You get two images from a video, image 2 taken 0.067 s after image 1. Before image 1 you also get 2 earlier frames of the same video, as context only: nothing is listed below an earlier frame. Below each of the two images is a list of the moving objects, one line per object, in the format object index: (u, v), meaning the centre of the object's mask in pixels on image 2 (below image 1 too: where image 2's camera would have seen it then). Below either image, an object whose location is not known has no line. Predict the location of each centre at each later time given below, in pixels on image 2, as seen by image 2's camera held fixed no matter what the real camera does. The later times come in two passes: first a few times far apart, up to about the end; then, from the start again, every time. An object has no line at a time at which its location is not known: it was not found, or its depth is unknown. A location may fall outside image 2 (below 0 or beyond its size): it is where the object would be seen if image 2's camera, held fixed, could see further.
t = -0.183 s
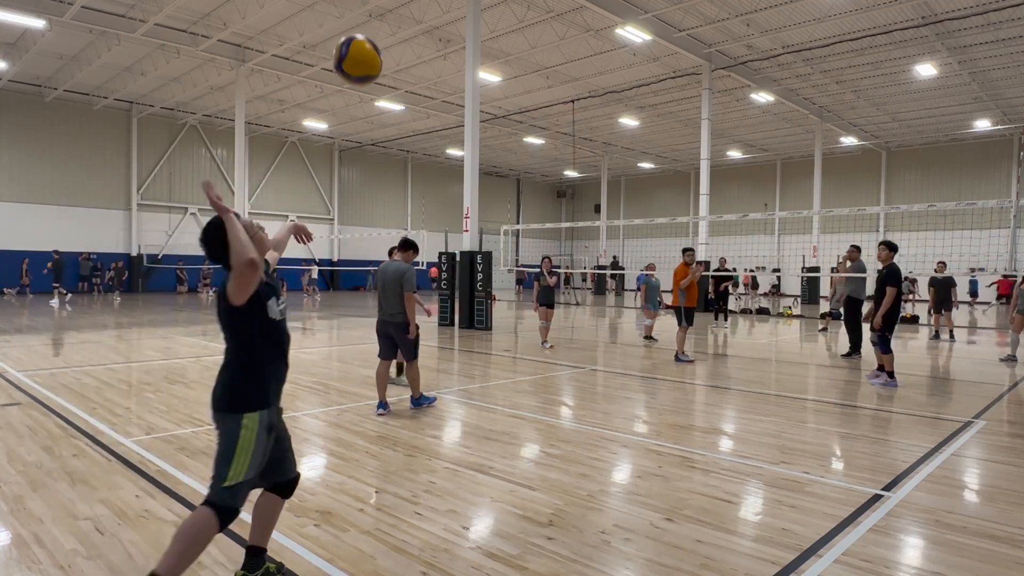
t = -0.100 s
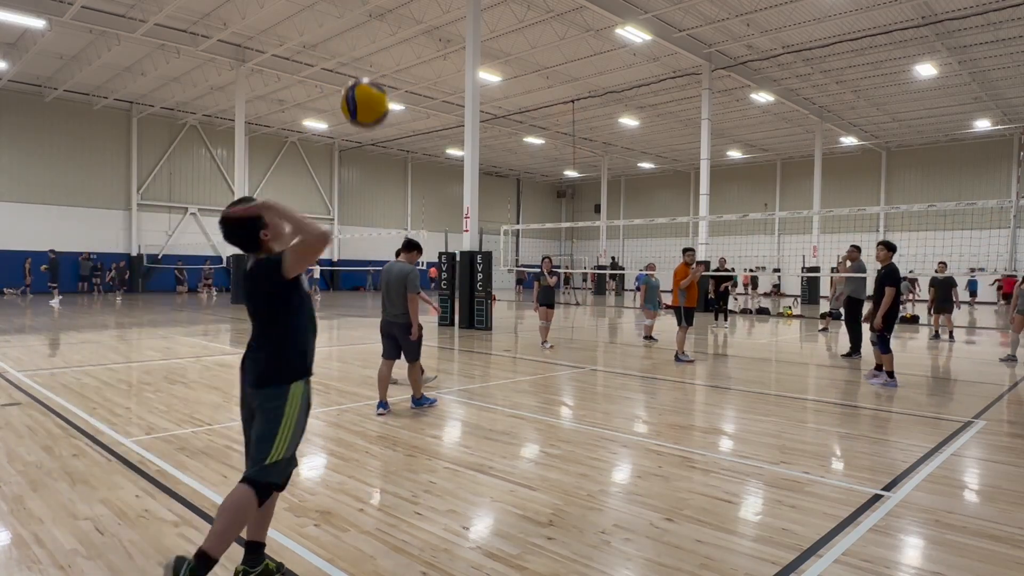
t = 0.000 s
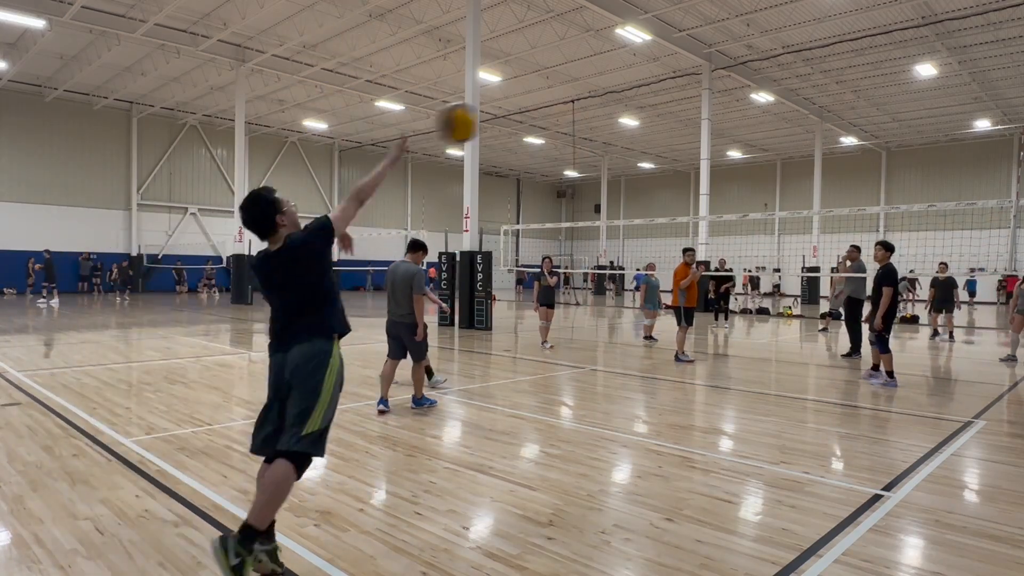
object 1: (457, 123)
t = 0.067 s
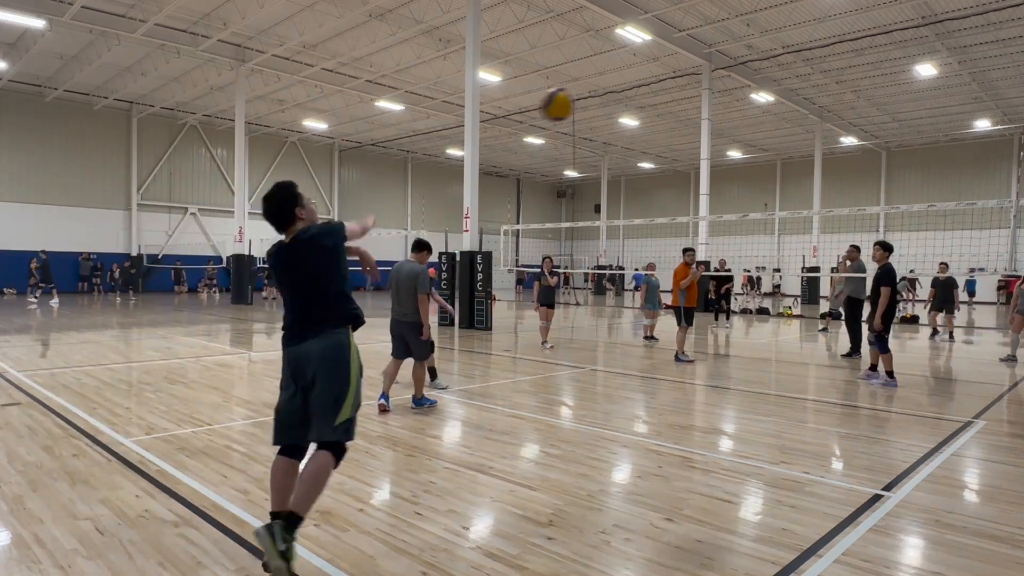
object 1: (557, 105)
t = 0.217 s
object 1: (682, 97)
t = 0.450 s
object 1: (773, 128)
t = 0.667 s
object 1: (814, 169)
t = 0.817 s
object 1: (833, 203)
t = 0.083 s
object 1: (576, 102)
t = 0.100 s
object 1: (593, 100)
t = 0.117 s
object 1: (609, 98)
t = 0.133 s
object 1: (624, 97)
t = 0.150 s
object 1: (637, 97)
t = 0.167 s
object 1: (649, 96)
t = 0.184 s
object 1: (661, 96)
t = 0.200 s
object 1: (672, 96)
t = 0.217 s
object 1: (682, 97)
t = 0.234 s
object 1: (692, 97)
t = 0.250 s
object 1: (701, 98)
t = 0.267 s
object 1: (709, 100)
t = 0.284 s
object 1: (717, 101)
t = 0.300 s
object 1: (724, 104)
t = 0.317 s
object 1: (731, 106)
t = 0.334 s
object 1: (737, 109)
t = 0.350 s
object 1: (744, 112)
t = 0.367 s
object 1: (749, 114)
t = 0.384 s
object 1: (755, 117)
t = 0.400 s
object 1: (759, 119)
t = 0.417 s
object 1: (764, 122)
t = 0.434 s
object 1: (769, 125)
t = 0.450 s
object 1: (773, 128)
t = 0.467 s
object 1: (777, 131)
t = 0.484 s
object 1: (781, 134)
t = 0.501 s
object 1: (785, 137)
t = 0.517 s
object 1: (788, 140)
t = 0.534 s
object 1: (792, 143)
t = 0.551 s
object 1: (795, 146)
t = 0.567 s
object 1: (798, 150)
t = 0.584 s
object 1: (801, 153)
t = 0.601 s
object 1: (804, 156)
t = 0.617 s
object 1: (806, 159)
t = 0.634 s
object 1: (810, 162)
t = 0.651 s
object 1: (812, 165)
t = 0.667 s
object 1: (814, 169)
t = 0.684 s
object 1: (817, 173)
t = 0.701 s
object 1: (819, 176)
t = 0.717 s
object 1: (821, 180)
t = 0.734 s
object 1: (824, 184)
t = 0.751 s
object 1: (826, 187)
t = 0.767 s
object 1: (828, 191)
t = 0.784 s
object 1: (830, 195)
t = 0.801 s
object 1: (832, 199)
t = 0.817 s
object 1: (833, 203)
